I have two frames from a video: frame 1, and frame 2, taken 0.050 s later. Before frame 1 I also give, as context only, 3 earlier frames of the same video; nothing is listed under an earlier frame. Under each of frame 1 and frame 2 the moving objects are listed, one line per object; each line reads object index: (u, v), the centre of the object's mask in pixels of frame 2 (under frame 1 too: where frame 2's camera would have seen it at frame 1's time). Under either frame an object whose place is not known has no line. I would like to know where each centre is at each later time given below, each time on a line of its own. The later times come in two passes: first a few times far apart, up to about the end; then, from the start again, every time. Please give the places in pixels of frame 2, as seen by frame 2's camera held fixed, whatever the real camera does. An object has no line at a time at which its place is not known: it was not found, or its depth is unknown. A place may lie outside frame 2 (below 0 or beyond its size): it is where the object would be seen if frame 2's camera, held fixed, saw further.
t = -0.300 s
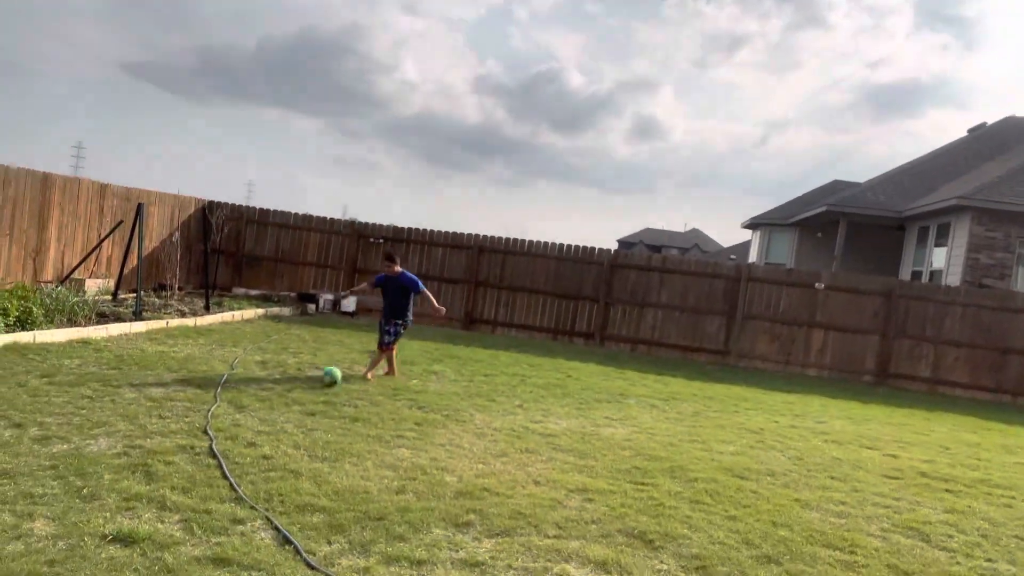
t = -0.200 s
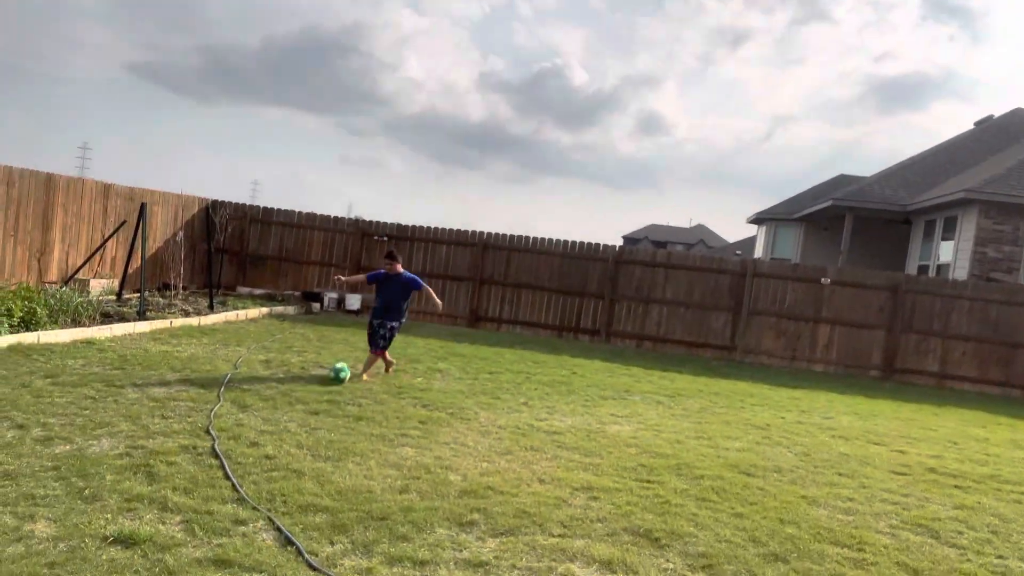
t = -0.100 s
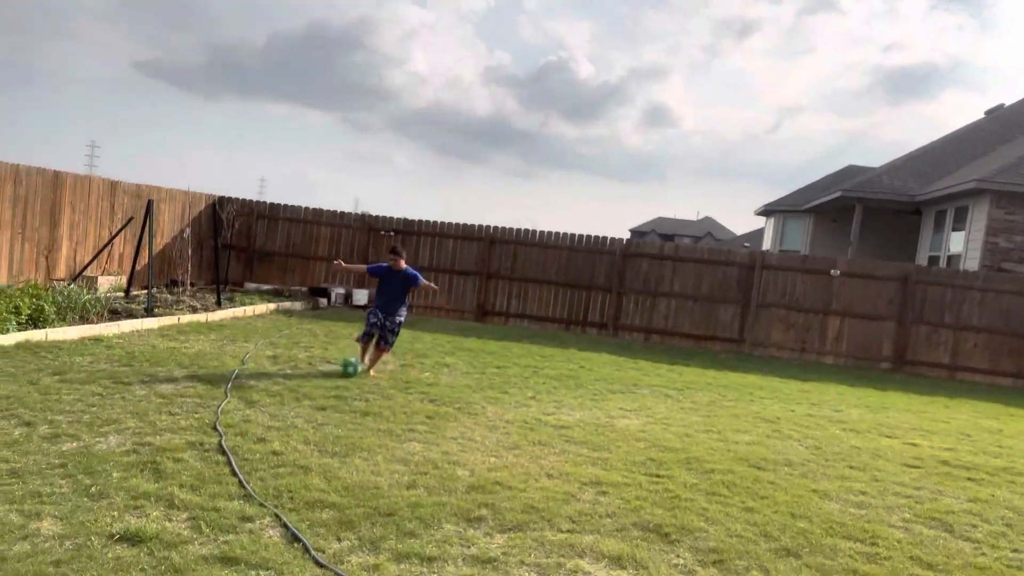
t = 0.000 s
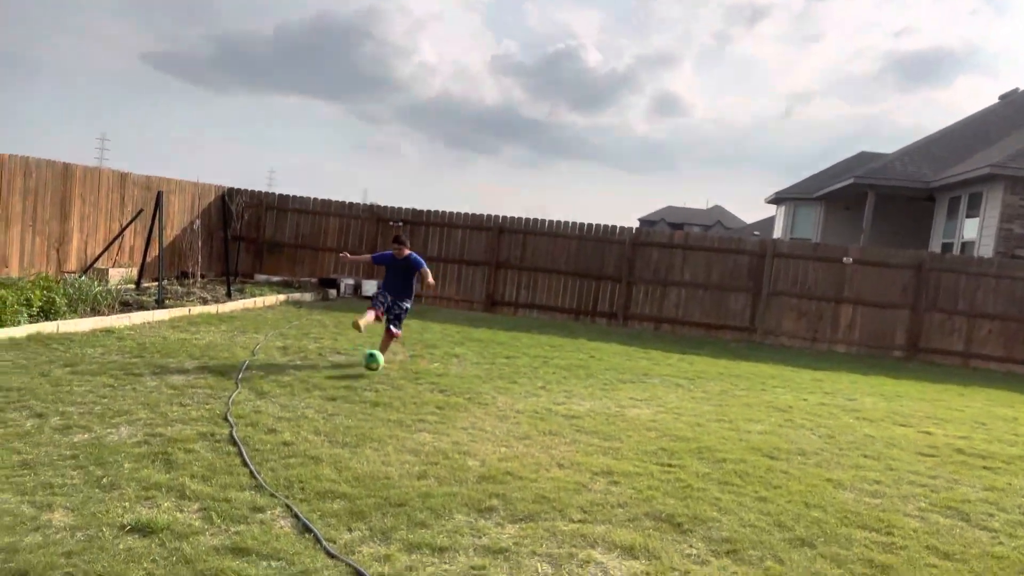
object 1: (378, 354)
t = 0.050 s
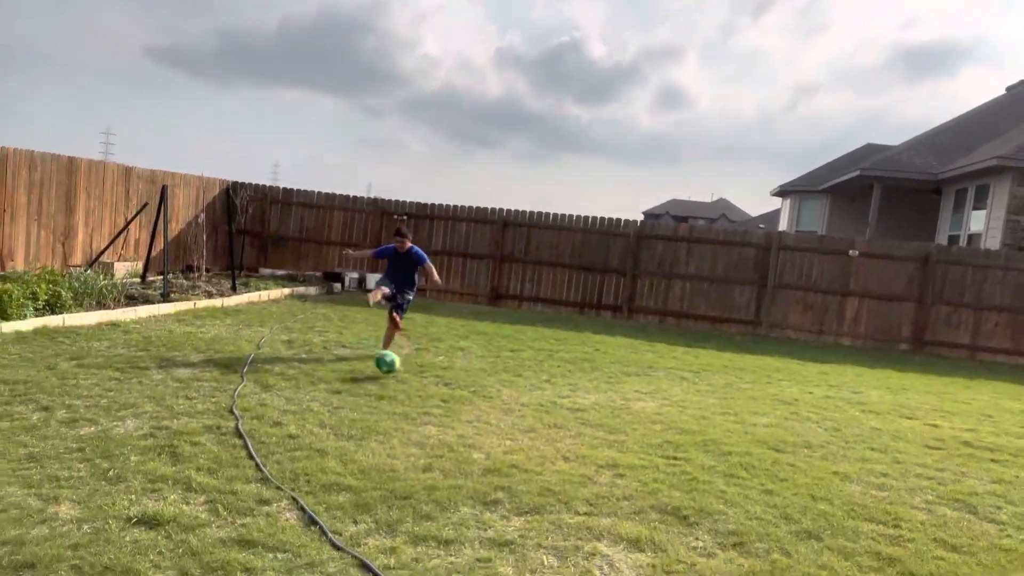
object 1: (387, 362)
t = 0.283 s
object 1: (449, 399)
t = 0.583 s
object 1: (546, 447)
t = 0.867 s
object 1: (656, 494)
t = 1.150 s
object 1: (782, 563)
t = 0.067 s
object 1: (392, 365)
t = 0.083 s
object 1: (395, 370)
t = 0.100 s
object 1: (399, 374)
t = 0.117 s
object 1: (402, 378)
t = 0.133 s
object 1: (408, 383)
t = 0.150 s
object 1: (412, 387)
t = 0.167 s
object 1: (416, 388)
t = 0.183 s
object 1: (421, 390)
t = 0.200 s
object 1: (425, 392)
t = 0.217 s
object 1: (431, 394)
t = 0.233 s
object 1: (435, 395)
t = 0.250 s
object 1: (440, 397)
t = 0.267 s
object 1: (444, 397)
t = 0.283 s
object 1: (449, 399)
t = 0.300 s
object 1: (454, 401)
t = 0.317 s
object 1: (457, 405)
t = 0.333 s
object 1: (463, 408)
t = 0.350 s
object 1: (469, 412)
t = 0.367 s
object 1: (474, 416)
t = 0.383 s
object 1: (479, 419)
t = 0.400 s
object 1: (483, 421)
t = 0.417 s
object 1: (489, 423)
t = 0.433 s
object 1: (494, 424)
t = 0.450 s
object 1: (500, 427)
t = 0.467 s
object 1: (505, 427)
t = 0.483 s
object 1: (511, 430)
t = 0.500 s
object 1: (516, 432)
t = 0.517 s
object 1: (521, 436)
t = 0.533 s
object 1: (527, 439)
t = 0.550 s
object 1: (533, 442)
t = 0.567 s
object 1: (539, 445)
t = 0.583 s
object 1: (546, 447)
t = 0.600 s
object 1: (552, 450)
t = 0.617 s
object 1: (558, 453)
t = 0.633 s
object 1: (563, 455)
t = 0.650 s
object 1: (569, 457)
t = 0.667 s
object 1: (576, 460)
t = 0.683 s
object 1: (583, 462)
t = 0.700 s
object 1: (588, 465)
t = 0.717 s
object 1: (595, 468)
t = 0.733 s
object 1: (602, 470)
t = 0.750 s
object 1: (608, 474)
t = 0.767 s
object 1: (615, 476)
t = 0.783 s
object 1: (622, 478)
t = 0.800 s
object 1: (628, 480)
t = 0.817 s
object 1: (634, 484)
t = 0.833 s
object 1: (641, 487)
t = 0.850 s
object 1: (649, 491)
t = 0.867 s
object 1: (656, 494)
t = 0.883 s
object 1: (663, 500)
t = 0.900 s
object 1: (669, 506)
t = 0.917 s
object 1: (677, 511)
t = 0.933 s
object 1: (684, 516)
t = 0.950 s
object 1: (692, 520)
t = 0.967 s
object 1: (699, 524)
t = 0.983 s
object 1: (706, 524)
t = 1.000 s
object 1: (713, 527)
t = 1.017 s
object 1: (719, 529)
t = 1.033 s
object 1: (728, 533)
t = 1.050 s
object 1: (736, 537)
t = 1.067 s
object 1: (742, 540)
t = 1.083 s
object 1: (750, 546)
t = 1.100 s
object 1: (758, 550)
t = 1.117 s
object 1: (767, 556)
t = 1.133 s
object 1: (774, 561)
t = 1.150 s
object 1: (782, 563)
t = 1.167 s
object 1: (790, 567)
